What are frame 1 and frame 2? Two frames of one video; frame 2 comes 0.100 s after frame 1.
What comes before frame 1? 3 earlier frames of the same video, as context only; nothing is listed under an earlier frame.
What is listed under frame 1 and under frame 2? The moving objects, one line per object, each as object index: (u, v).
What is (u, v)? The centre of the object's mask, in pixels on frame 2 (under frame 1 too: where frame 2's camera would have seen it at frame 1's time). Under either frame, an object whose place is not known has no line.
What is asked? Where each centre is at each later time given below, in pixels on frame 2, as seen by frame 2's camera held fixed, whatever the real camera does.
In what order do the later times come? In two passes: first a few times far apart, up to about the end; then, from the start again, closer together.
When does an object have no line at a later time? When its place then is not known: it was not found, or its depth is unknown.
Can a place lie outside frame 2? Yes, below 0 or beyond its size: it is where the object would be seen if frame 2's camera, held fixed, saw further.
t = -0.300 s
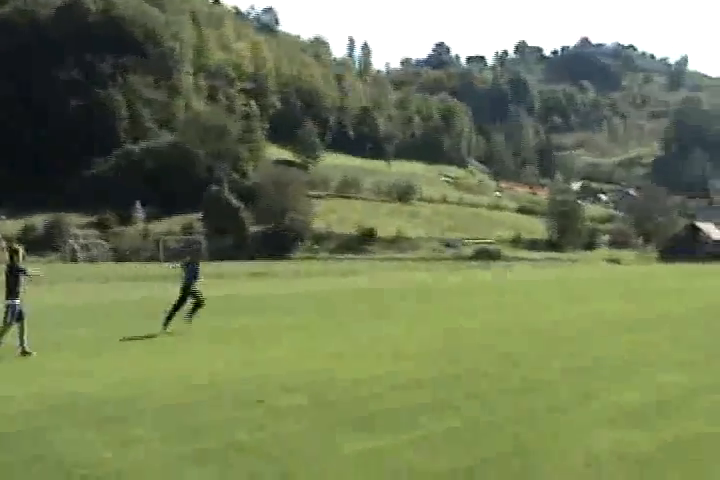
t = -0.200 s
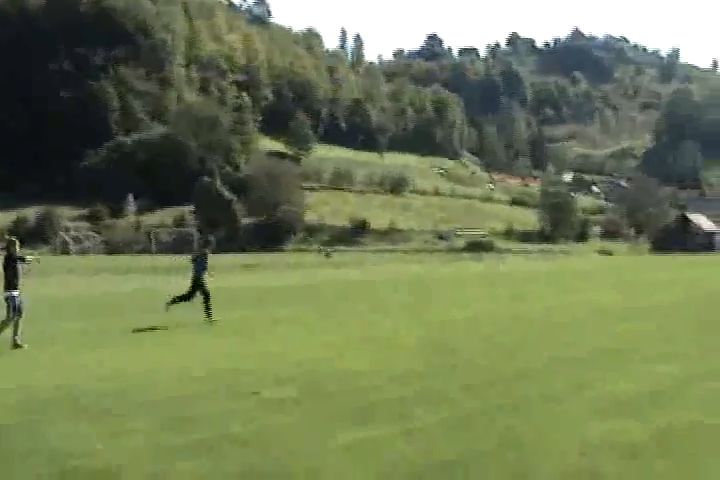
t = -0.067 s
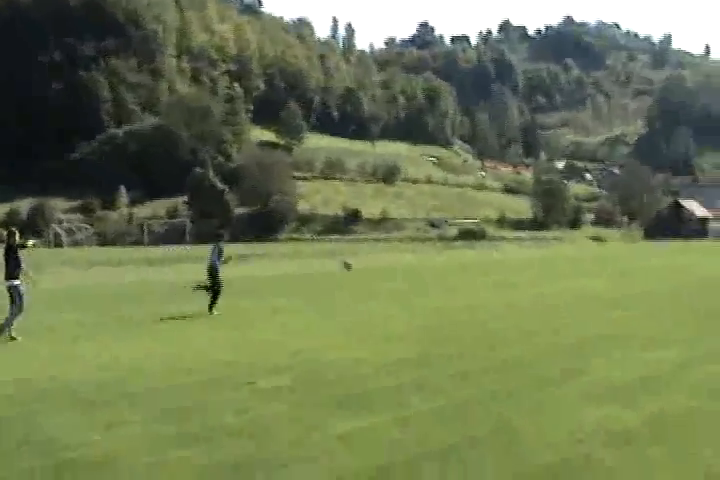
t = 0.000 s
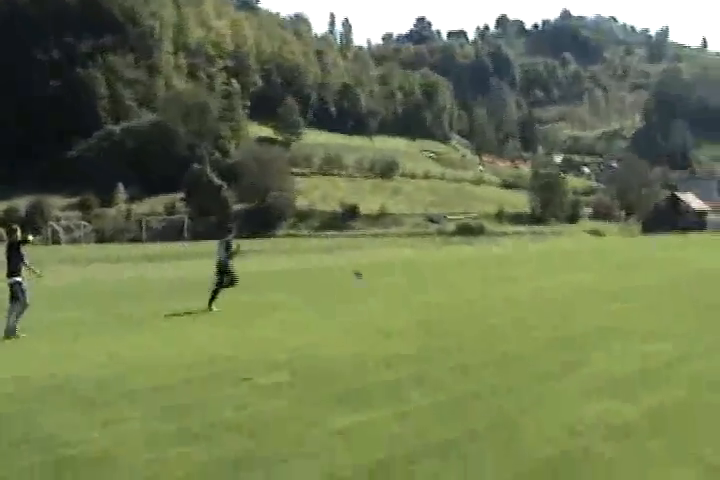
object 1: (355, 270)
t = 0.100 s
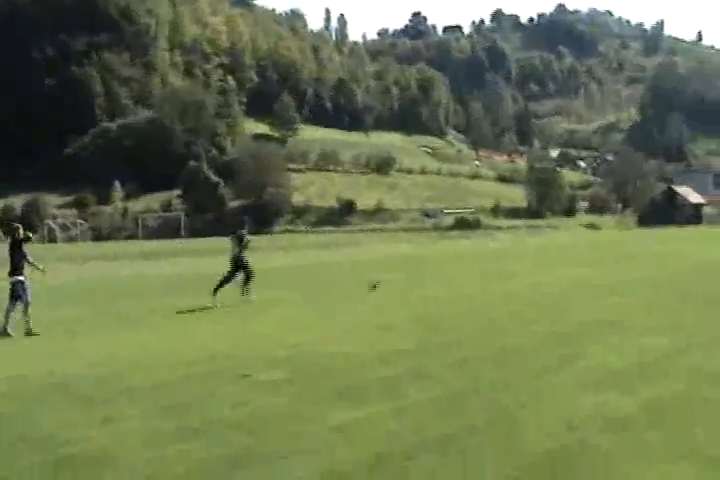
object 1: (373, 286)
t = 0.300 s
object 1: (411, 262)
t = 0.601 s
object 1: (467, 260)
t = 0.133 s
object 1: (379, 282)
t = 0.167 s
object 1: (387, 275)
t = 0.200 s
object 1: (393, 271)
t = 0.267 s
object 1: (406, 265)
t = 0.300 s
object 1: (411, 262)
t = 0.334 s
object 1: (417, 260)
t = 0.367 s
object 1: (423, 258)
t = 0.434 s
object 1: (436, 256)
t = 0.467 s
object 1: (442, 256)
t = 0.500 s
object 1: (448, 256)
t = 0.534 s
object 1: (454, 257)
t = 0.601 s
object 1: (467, 260)
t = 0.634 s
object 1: (473, 262)
